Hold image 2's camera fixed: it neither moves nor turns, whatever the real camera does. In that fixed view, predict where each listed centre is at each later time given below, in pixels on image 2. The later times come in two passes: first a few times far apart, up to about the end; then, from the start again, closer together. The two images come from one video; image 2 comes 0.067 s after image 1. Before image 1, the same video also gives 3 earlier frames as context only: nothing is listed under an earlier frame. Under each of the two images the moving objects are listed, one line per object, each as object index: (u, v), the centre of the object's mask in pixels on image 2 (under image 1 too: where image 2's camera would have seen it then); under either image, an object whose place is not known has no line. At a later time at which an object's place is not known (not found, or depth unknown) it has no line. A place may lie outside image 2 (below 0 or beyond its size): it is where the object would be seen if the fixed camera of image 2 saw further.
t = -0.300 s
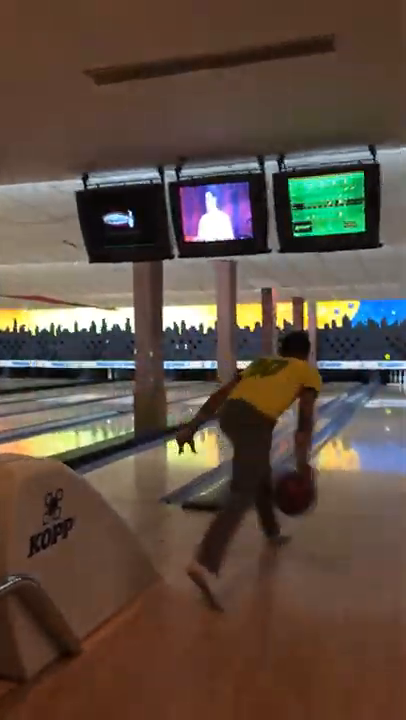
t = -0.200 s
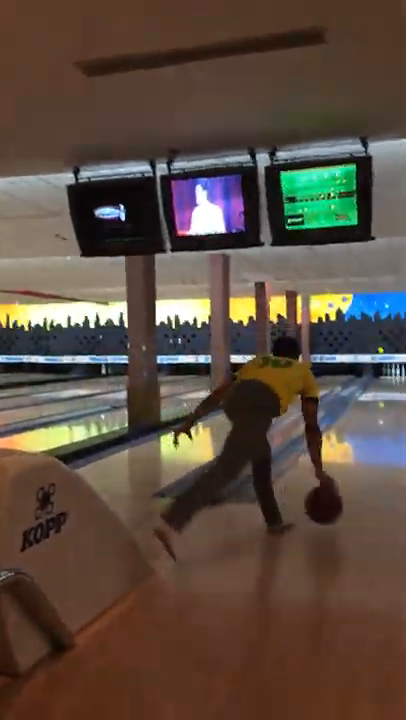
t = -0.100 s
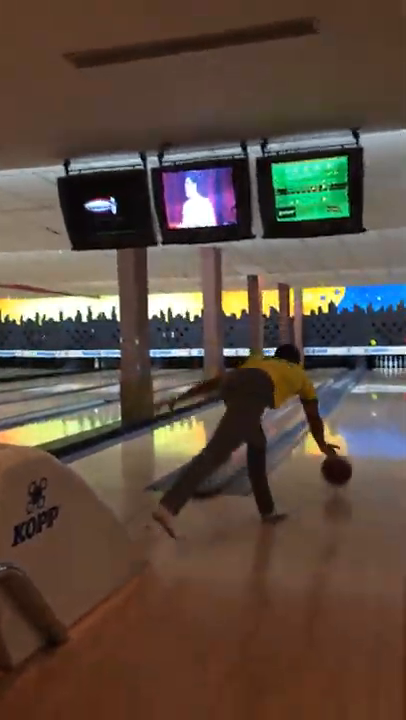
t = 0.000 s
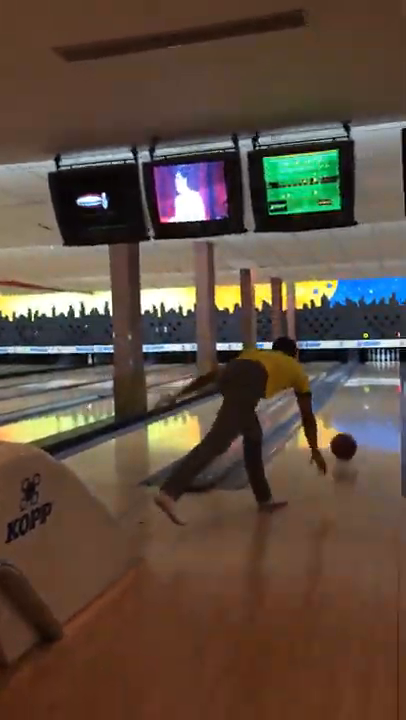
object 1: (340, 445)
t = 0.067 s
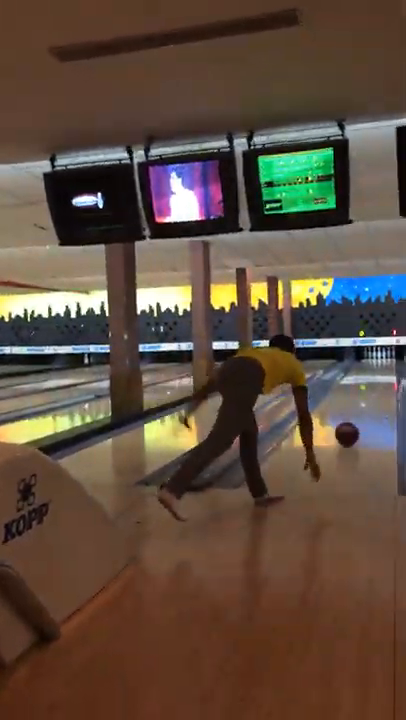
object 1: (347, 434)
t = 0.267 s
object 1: (362, 410)
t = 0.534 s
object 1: (373, 391)
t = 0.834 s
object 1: (381, 379)
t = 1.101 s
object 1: (385, 371)
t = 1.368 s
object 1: (387, 365)
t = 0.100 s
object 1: (350, 429)
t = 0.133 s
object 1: (352, 425)
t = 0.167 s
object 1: (355, 421)
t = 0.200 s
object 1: (357, 417)
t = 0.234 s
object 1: (359, 414)
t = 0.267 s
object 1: (362, 410)
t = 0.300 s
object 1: (363, 408)
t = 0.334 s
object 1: (365, 405)
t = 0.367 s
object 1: (367, 402)
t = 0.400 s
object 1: (368, 400)
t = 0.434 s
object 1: (369, 398)
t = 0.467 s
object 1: (371, 395)
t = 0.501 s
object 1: (371, 393)
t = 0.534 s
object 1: (373, 391)
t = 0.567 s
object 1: (374, 390)
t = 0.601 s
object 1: (375, 389)
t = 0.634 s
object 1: (376, 387)
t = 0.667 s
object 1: (377, 385)
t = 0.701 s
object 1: (378, 384)
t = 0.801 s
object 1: (380, 380)
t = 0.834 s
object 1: (381, 379)
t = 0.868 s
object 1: (381, 378)
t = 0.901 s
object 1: (382, 376)
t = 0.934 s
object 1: (382, 376)
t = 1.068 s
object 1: (385, 372)
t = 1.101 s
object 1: (385, 371)
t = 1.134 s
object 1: (386, 371)
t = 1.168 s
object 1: (386, 370)
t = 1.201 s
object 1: (386, 368)
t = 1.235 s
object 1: (386, 368)
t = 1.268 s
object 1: (387, 367)
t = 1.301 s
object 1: (387, 366)
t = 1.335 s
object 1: (387, 366)
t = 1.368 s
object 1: (387, 365)
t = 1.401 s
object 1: (388, 364)
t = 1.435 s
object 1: (388, 364)
